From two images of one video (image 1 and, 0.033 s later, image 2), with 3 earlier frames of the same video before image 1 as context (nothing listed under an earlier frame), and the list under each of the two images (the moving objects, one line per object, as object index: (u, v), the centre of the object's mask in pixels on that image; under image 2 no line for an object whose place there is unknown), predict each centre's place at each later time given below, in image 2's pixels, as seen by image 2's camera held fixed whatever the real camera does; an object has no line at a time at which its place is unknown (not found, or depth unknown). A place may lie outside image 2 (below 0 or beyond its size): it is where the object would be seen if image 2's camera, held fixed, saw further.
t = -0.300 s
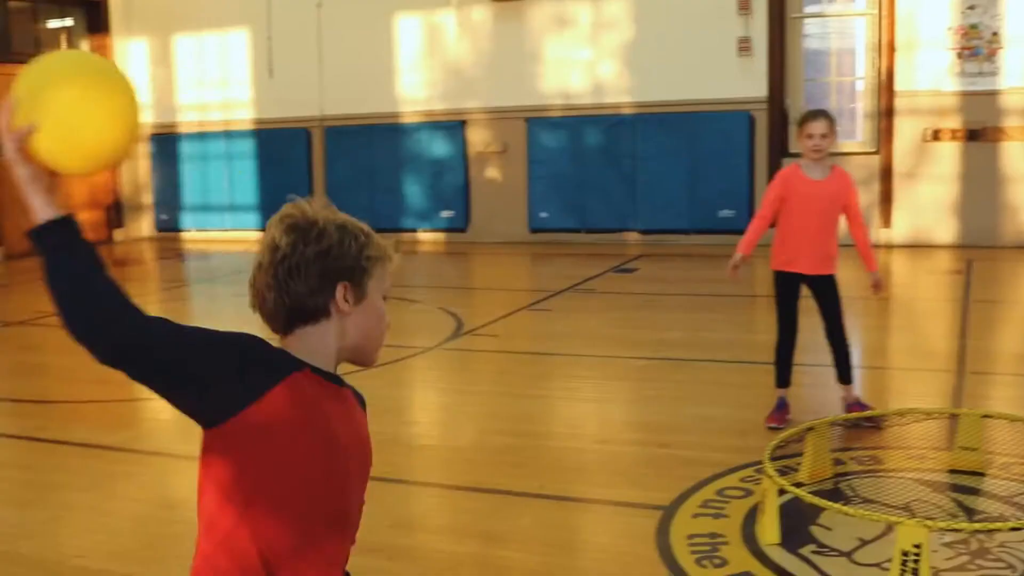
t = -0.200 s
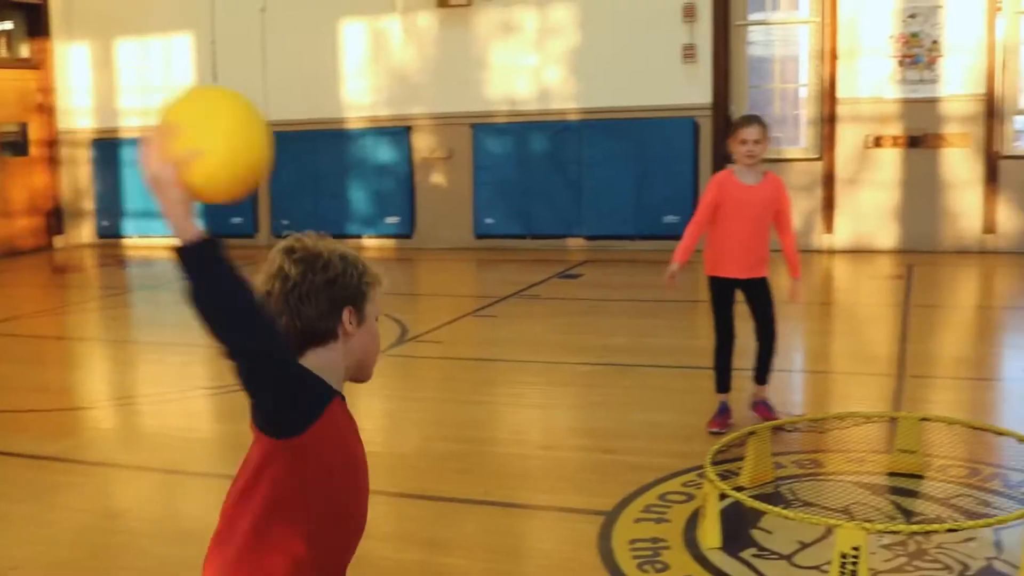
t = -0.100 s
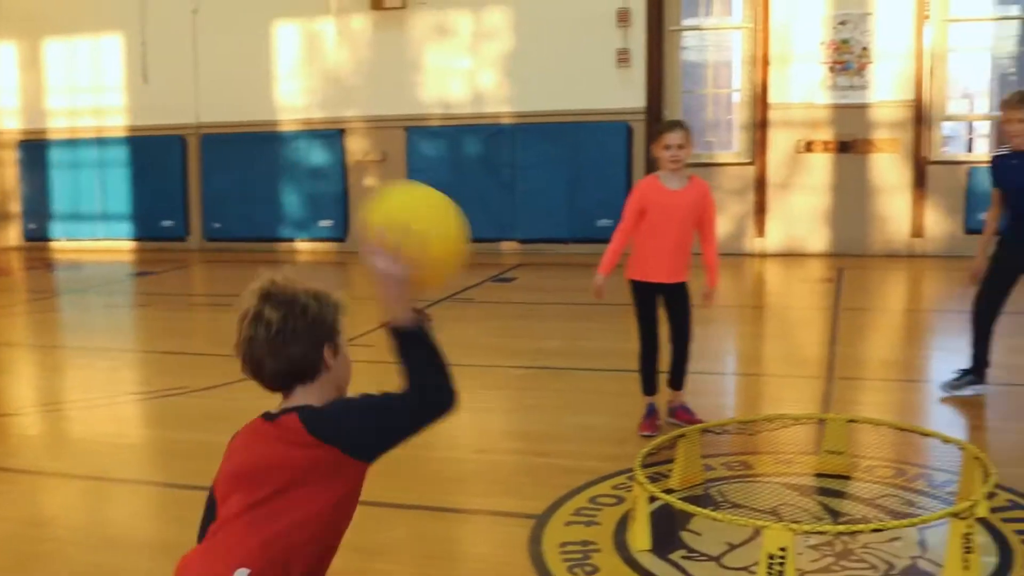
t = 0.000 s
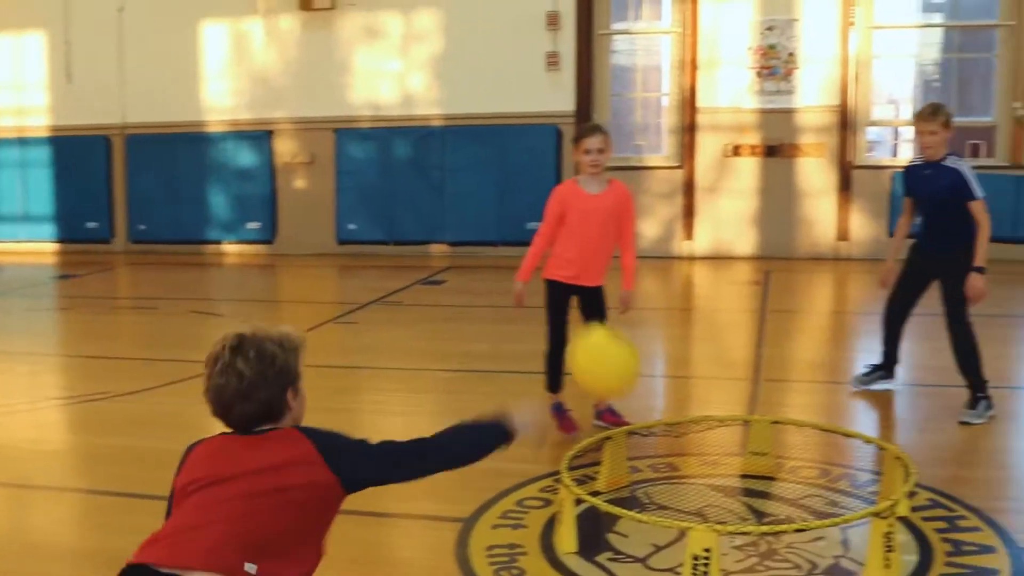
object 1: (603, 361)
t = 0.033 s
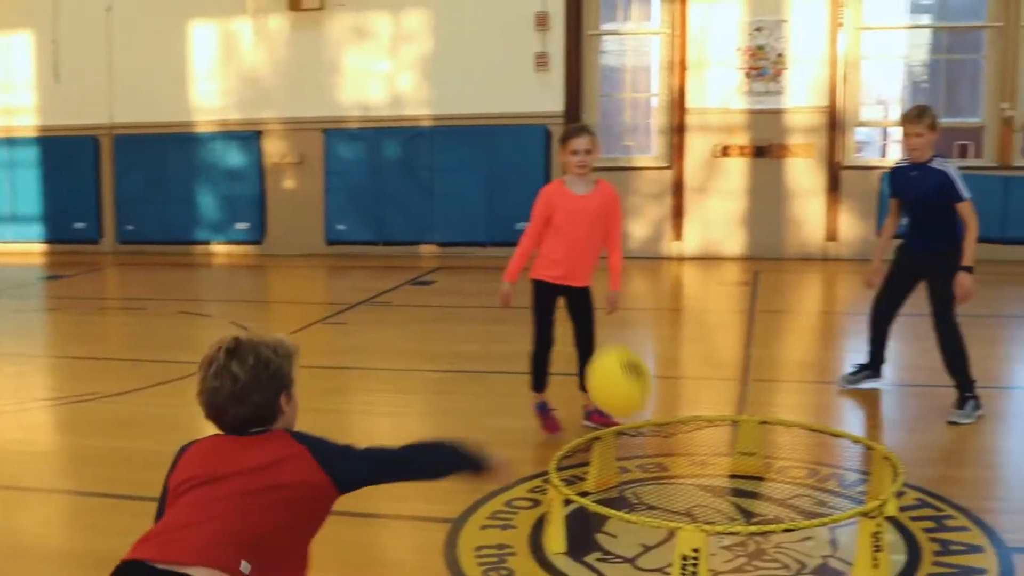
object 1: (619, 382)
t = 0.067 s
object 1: (641, 402)
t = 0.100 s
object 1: (661, 417)
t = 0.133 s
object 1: (680, 435)
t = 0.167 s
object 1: (697, 449)
